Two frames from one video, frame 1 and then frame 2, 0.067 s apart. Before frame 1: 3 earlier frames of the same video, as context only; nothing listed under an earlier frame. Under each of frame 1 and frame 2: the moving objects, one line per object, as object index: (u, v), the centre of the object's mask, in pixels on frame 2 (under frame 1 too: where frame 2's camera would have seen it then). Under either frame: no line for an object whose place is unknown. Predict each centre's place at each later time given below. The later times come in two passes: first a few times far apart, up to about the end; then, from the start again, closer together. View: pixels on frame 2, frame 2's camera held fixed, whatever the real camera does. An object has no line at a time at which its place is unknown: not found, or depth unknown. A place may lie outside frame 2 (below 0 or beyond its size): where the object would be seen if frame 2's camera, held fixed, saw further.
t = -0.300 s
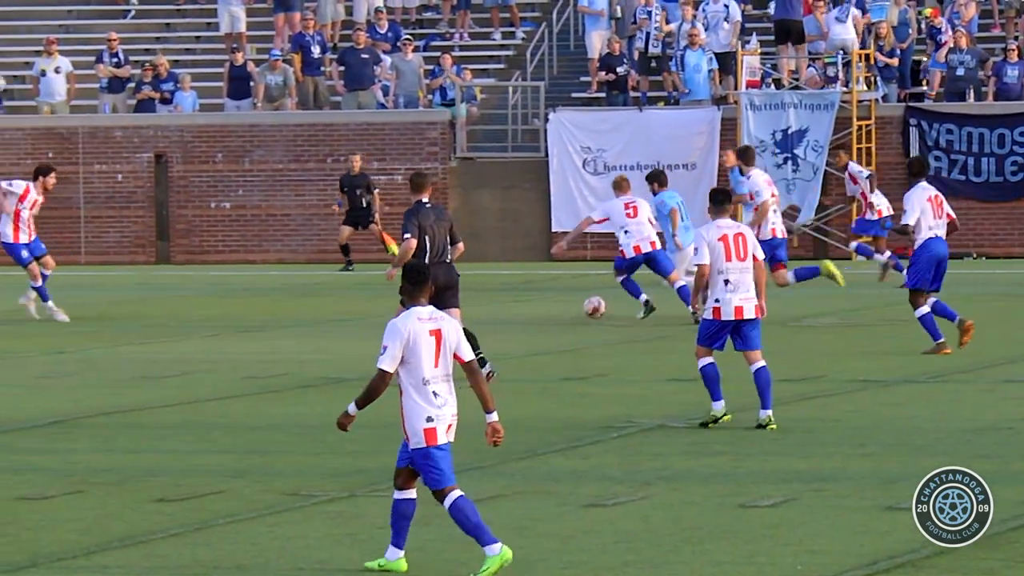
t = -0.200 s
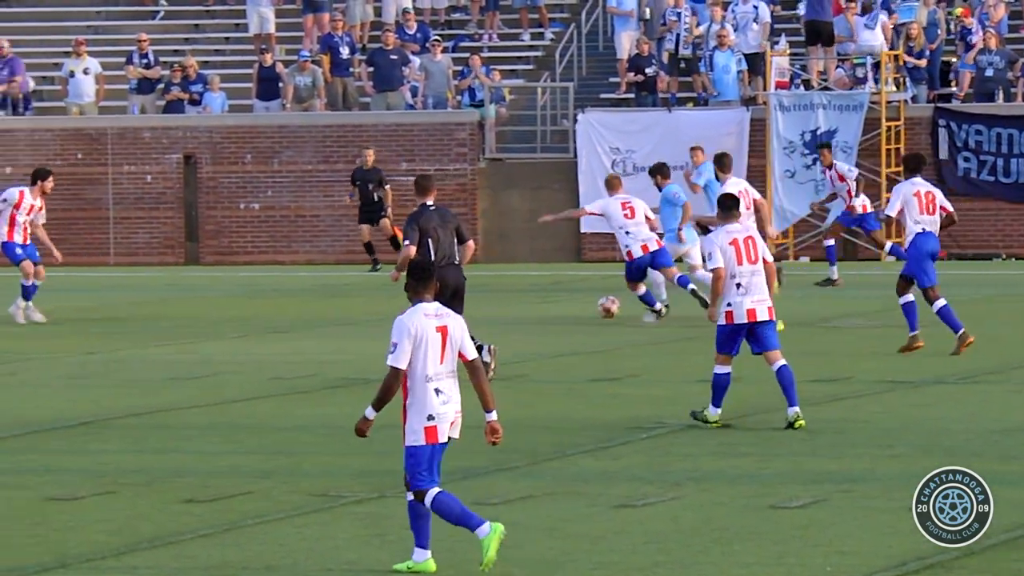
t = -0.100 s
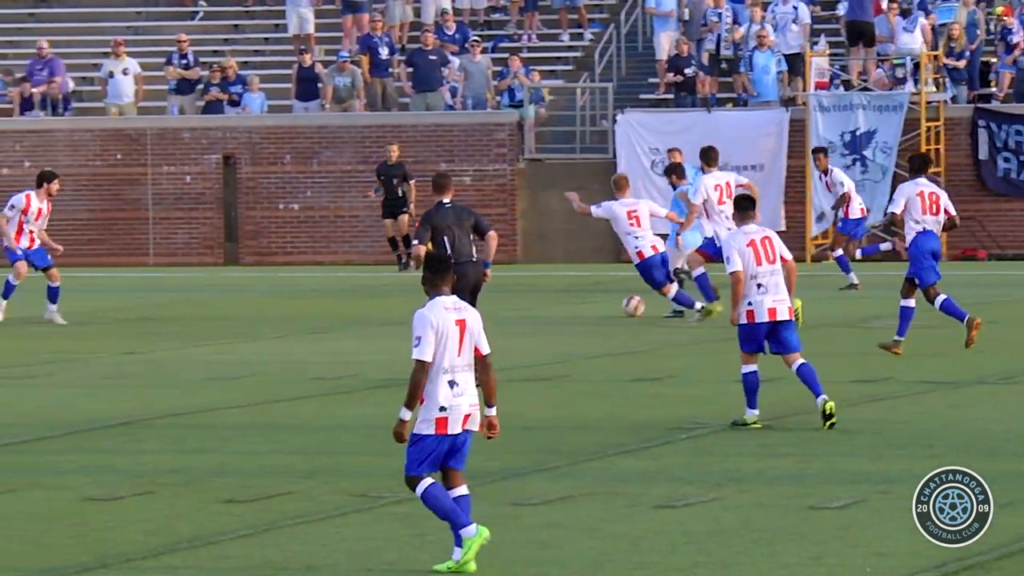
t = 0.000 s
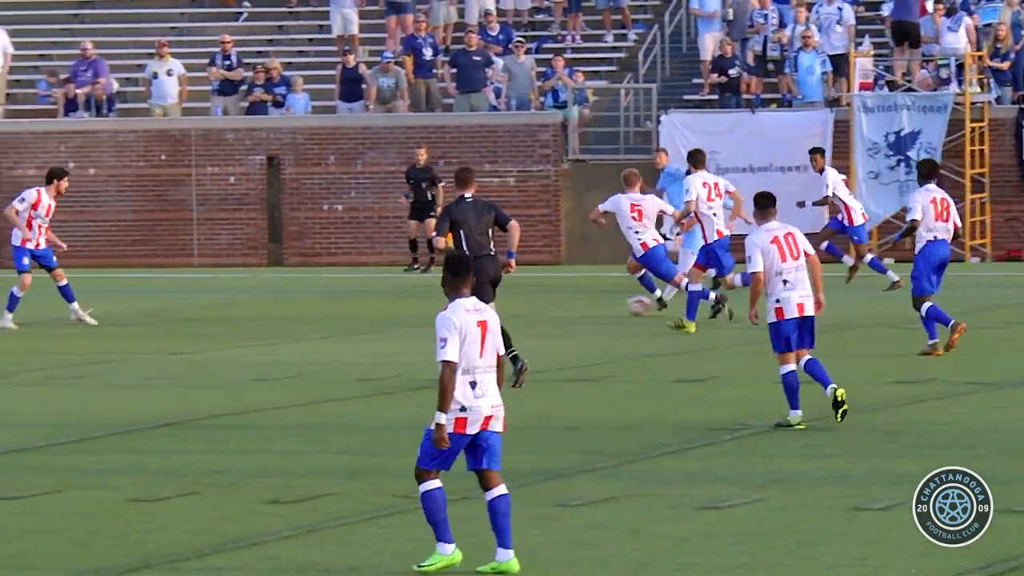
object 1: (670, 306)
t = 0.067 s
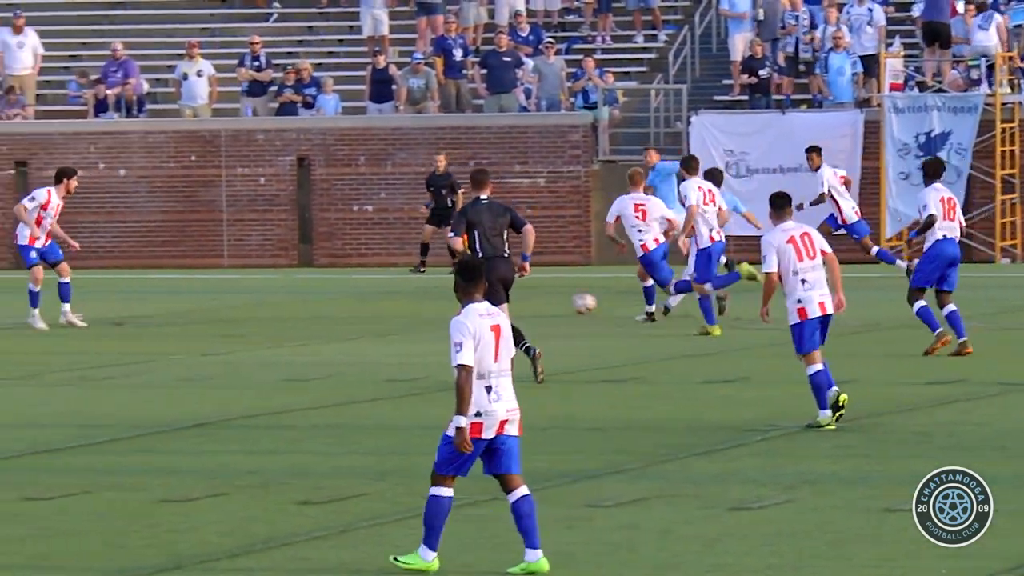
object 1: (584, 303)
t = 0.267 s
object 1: (351, 303)
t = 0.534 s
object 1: (87, 301)
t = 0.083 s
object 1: (563, 303)
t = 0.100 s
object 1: (542, 303)
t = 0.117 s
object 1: (521, 304)
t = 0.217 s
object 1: (403, 303)
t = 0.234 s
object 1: (387, 303)
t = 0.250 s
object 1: (369, 303)
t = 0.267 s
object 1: (351, 303)
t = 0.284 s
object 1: (332, 303)
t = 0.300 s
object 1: (314, 302)
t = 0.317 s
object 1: (297, 302)
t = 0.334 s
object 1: (280, 302)
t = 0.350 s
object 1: (263, 302)
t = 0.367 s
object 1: (247, 302)
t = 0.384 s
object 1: (230, 302)
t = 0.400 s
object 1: (214, 302)
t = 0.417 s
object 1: (198, 301)
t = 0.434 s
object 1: (181, 301)
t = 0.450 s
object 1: (165, 300)
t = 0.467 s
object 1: (149, 301)
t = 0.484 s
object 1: (133, 301)
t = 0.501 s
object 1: (118, 301)
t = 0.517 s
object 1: (103, 300)
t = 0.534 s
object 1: (87, 301)
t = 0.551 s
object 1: (73, 301)
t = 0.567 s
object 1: (59, 300)
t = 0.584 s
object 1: (45, 300)
